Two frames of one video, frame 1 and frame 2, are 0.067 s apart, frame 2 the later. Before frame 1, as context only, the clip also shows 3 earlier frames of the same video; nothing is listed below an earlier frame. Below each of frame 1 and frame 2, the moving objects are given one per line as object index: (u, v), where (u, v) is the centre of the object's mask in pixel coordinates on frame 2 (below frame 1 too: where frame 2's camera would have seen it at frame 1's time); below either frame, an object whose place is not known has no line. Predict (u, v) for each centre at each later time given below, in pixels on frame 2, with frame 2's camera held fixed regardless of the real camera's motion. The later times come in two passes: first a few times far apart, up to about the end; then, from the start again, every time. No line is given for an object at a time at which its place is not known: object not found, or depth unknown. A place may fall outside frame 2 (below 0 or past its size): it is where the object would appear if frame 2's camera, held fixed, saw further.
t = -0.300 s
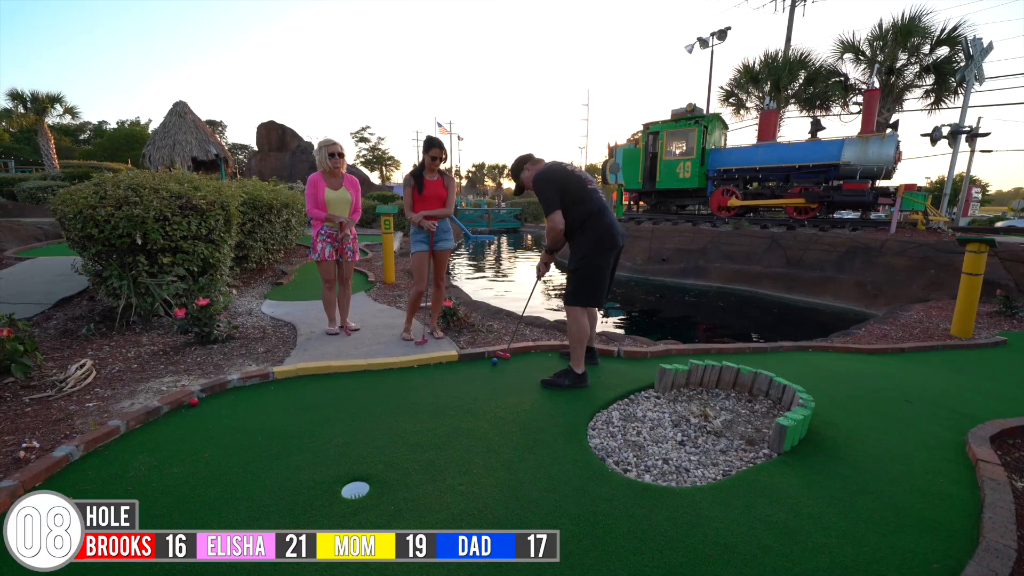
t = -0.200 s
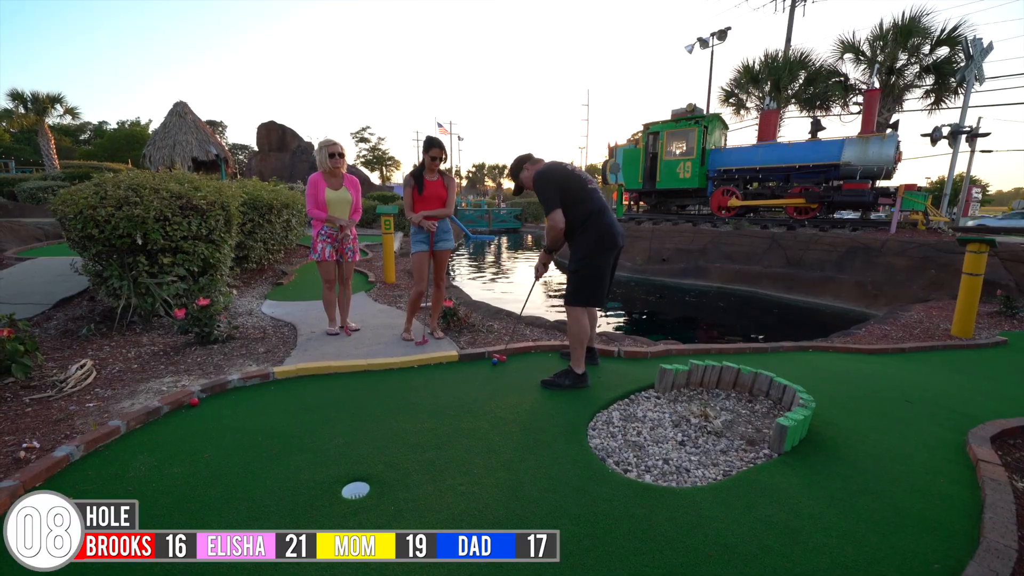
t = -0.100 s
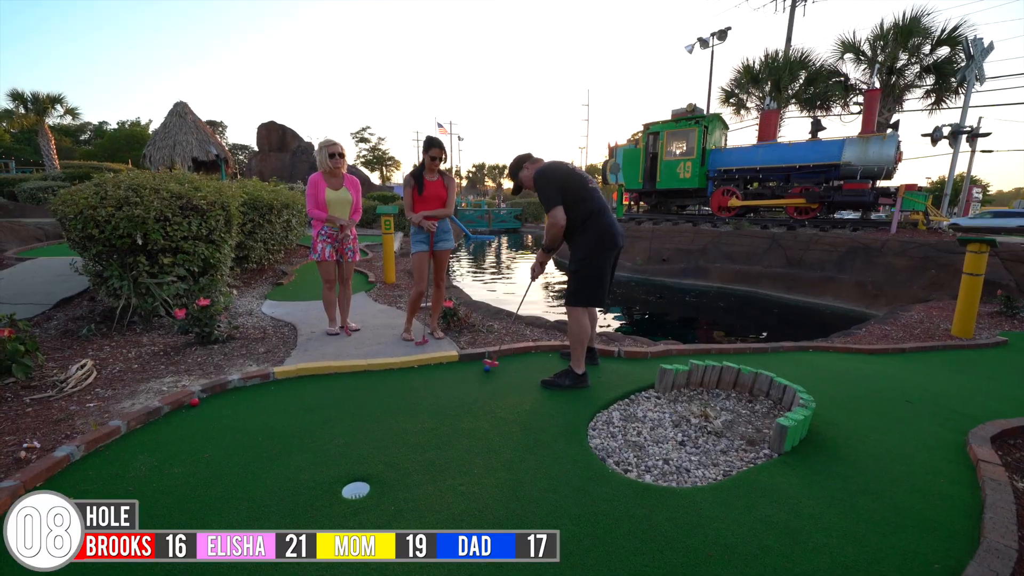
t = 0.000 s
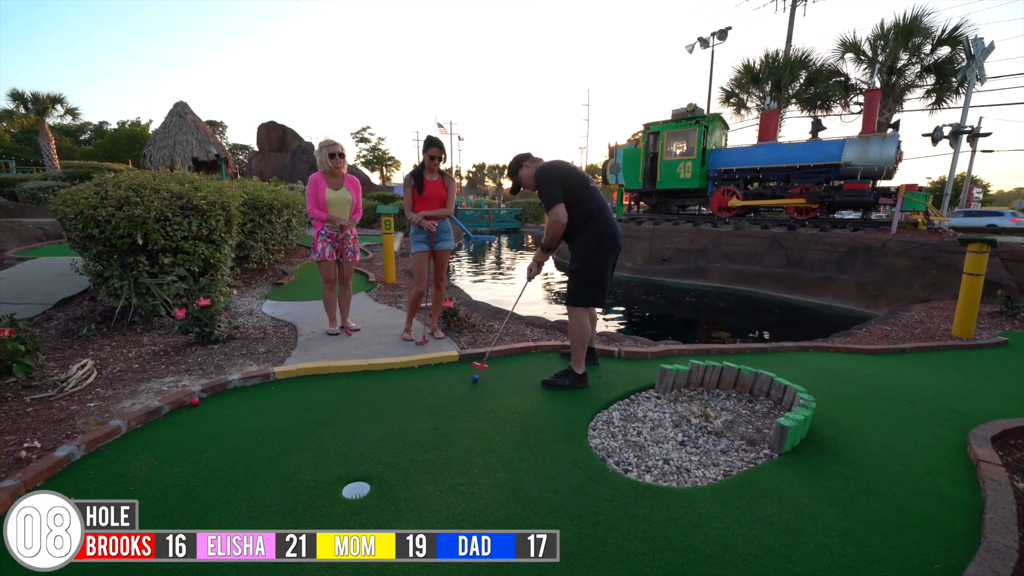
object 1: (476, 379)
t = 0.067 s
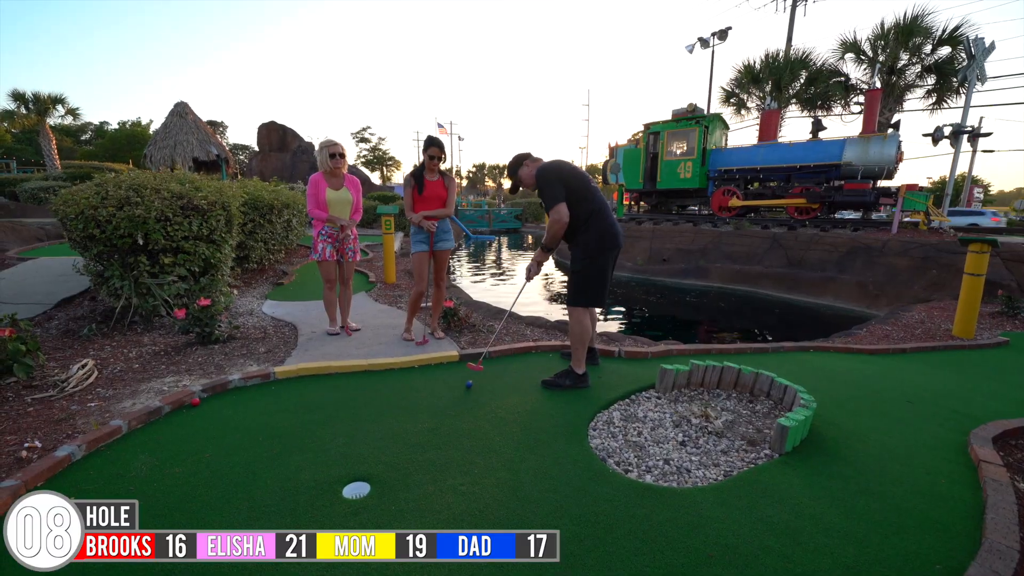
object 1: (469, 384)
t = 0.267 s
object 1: (449, 401)
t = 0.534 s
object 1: (420, 429)
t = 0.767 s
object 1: (392, 457)
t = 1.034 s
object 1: (350, 495)
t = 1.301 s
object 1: (293, 525)
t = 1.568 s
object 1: (238, 560)
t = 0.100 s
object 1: (466, 387)
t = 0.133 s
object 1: (463, 390)
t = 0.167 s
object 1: (460, 393)
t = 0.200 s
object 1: (456, 395)
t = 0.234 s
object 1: (453, 398)
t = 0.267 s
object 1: (449, 401)
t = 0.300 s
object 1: (446, 404)
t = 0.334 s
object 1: (442, 408)
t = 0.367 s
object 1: (439, 411)
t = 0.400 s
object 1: (435, 414)
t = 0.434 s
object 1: (431, 418)
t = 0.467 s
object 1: (428, 421)
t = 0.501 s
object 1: (424, 425)
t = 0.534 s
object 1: (420, 429)
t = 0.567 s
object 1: (417, 432)
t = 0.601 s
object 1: (413, 436)
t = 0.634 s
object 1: (409, 440)
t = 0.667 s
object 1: (405, 445)
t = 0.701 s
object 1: (401, 449)
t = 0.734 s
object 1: (397, 453)
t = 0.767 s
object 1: (392, 457)
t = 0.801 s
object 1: (388, 463)
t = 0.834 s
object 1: (384, 466)
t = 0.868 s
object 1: (380, 472)
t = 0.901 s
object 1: (375, 477)
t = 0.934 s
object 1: (370, 482)
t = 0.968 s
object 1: (364, 489)
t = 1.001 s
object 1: (357, 492)
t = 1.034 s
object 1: (350, 495)
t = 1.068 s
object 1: (343, 499)
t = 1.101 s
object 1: (336, 501)
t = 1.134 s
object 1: (329, 505)
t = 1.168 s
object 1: (322, 509)
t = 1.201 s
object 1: (315, 513)
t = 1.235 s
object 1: (308, 517)
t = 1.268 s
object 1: (300, 521)
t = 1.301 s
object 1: (293, 525)
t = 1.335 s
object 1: (286, 529)
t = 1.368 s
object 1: (279, 533)
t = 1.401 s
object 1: (272, 538)
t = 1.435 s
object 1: (265, 542)
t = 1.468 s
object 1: (258, 546)
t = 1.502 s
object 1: (251, 551)
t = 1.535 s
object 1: (244, 555)
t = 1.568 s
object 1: (238, 560)
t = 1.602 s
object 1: (231, 564)
